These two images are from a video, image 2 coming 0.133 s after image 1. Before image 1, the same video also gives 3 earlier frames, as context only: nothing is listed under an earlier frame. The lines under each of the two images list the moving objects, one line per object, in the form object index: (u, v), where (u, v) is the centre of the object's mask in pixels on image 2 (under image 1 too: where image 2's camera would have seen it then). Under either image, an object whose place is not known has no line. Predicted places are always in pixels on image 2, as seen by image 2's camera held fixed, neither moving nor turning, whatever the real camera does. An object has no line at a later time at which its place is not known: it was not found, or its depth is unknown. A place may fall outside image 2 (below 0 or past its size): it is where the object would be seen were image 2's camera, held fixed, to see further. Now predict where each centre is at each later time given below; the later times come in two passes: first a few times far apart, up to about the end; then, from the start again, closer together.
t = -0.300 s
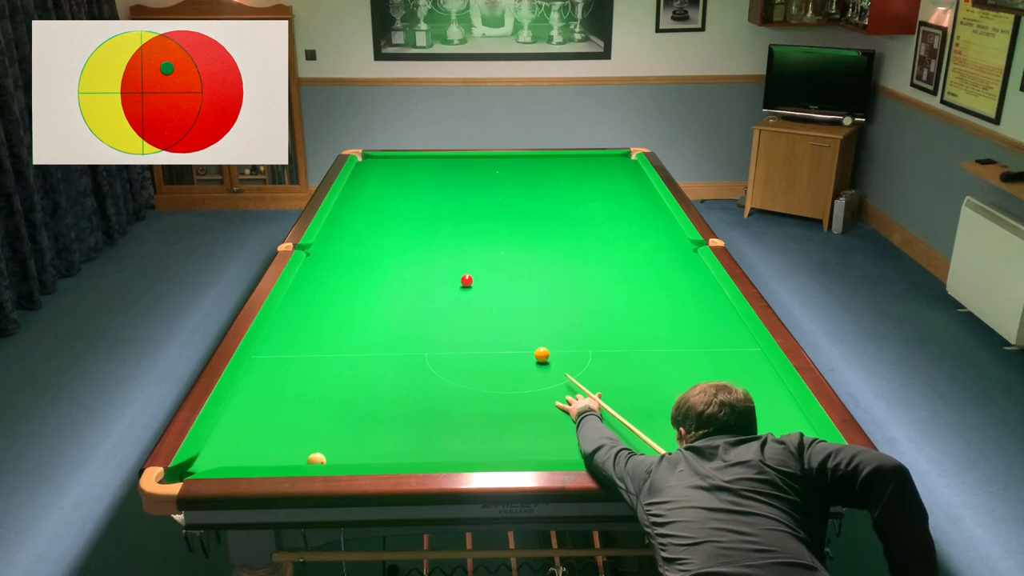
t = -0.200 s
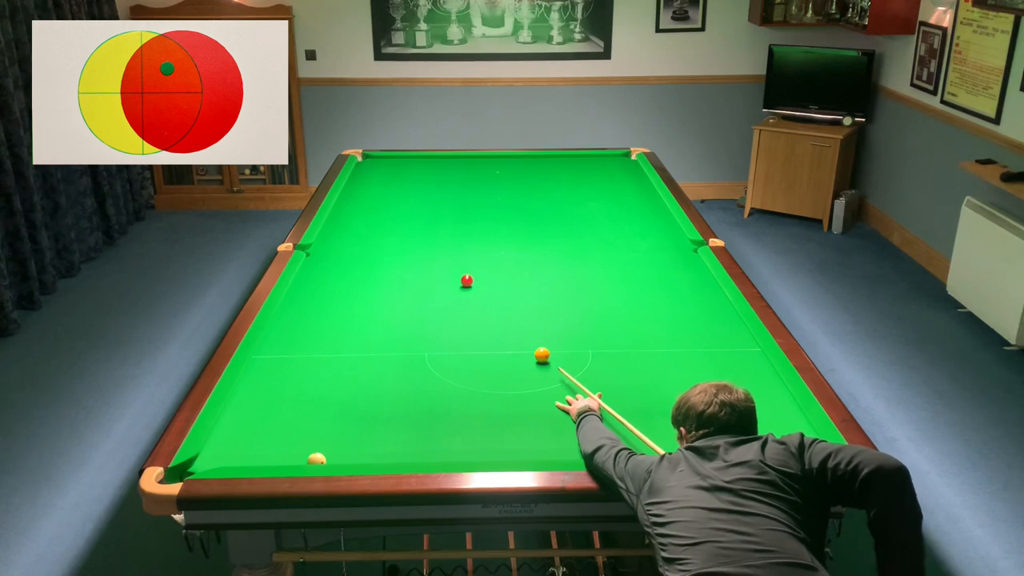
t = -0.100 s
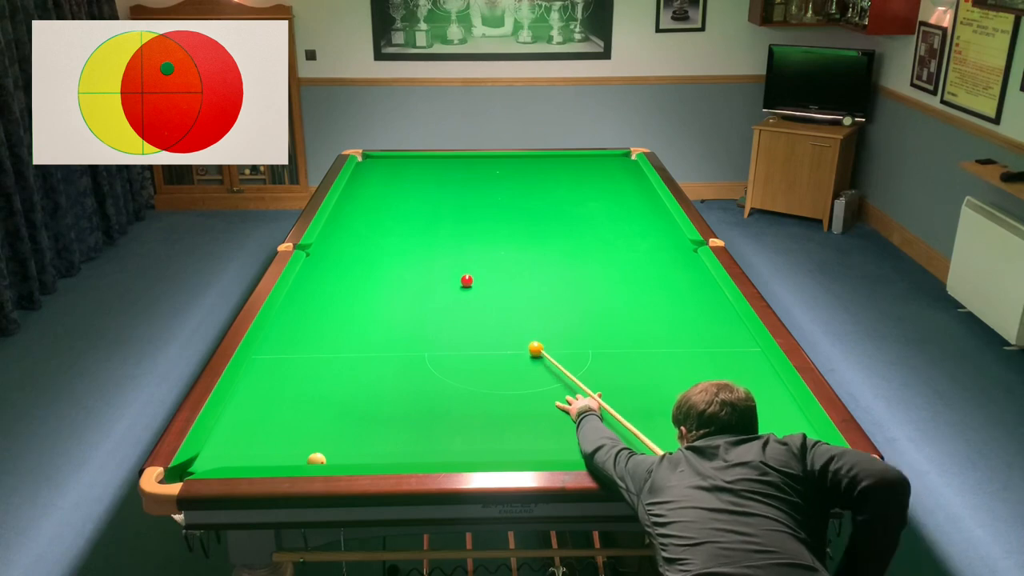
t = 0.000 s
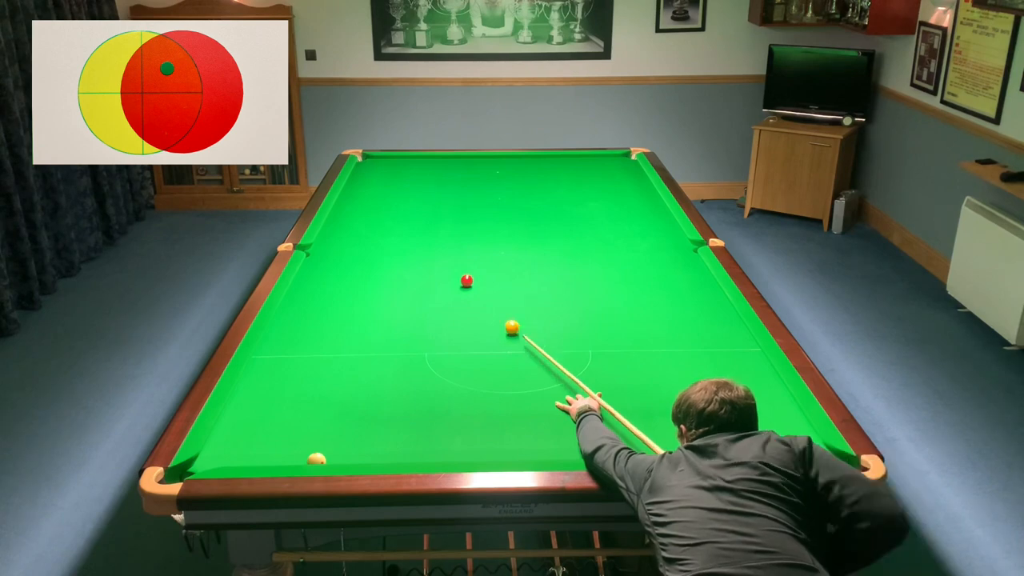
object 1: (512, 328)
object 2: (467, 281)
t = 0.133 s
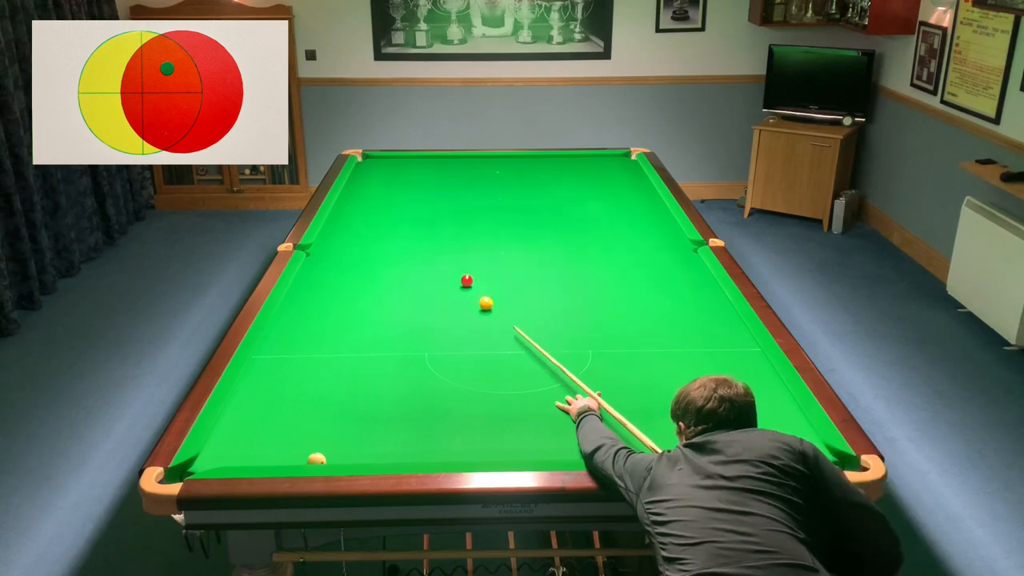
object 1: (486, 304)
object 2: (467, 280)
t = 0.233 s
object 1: (468, 288)
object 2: (466, 278)
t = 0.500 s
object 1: (423, 280)
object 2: (468, 253)
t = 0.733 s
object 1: (387, 271)
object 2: (469, 235)
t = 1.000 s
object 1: (349, 261)
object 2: (469, 218)
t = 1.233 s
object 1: (317, 254)
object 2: (470, 204)
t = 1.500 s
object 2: (470, 192)
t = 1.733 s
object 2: (470, 181)
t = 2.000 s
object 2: (470, 170)
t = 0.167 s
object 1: (480, 298)
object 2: (467, 280)
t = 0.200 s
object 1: (474, 293)
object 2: (467, 280)
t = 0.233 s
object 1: (468, 288)
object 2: (466, 278)
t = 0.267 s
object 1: (462, 286)
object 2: (467, 276)
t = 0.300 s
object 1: (456, 285)
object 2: (467, 273)
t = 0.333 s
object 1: (451, 285)
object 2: (467, 269)
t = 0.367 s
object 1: (445, 284)
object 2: (467, 265)
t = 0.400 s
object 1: (440, 283)
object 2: (467, 262)
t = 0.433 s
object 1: (434, 282)
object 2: (468, 259)
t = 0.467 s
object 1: (429, 281)
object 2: (468, 256)
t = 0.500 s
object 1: (423, 280)
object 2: (468, 253)
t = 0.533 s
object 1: (418, 279)
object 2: (468, 250)
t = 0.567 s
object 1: (413, 277)
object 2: (468, 248)
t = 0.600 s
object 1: (408, 276)
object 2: (468, 245)
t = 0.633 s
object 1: (402, 275)
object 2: (468, 243)
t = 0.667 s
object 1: (397, 273)
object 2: (468, 240)
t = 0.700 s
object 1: (392, 272)
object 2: (468, 238)
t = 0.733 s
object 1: (387, 271)
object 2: (469, 235)
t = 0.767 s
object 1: (382, 270)
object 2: (469, 233)
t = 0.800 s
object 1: (377, 268)
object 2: (469, 231)
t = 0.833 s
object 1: (372, 267)
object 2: (469, 229)
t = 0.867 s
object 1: (368, 266)
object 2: (469, 226)
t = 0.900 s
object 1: (363, 265)
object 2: (469, 224)
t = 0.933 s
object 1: (358, 264)
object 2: (469, 222)
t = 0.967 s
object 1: (353, 263)
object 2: (469, 220)
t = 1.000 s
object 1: (349, 261)
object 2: (469, 218)
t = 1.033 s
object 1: (344, 260)
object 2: (469, 216)
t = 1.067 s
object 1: (340, 260)
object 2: (469, 214)
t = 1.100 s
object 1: (335, 258)
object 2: (469, 212)
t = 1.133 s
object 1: (330, 257)
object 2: (469, 210)
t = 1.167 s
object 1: (326, 256)
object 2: (469, 208)
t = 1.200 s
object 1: (322, 255)
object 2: (470, 206)
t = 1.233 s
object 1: (317, 254)
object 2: (470, 204)
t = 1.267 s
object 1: (313, 253)
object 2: (470, 202)
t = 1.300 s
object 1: (309, 251)
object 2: (470, 200)
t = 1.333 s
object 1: (306, 250)
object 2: (470, 199)
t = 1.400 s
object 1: (303, 251)
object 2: (470, 197)
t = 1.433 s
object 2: (470, 195)
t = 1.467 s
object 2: (470, 194)
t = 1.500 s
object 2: (470, 192)
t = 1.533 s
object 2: (470, 190)
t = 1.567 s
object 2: (470, 189)
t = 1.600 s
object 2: (470, 187)
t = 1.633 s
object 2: (470, 185)
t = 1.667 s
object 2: (470, 184)
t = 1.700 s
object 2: (470, 183)
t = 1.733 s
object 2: (470, 181)
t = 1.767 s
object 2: (470, 180)
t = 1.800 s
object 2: (470, 178)
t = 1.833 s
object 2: (470, 177)
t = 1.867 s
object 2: (470, 175)
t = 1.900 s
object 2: (470, 174)
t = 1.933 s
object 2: (470, 172)
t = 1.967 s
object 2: (470, 171)
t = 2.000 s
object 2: (470, 170)
